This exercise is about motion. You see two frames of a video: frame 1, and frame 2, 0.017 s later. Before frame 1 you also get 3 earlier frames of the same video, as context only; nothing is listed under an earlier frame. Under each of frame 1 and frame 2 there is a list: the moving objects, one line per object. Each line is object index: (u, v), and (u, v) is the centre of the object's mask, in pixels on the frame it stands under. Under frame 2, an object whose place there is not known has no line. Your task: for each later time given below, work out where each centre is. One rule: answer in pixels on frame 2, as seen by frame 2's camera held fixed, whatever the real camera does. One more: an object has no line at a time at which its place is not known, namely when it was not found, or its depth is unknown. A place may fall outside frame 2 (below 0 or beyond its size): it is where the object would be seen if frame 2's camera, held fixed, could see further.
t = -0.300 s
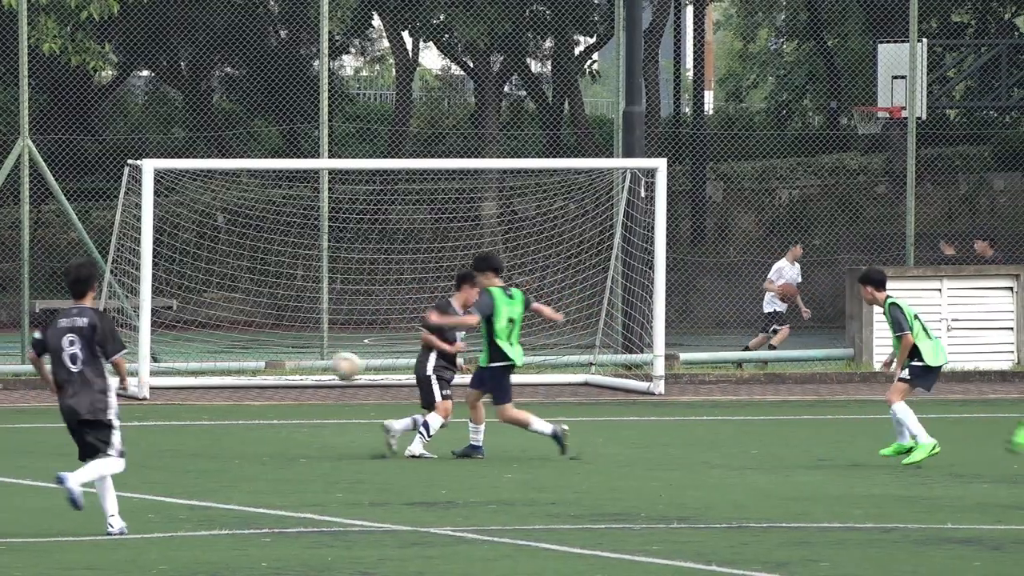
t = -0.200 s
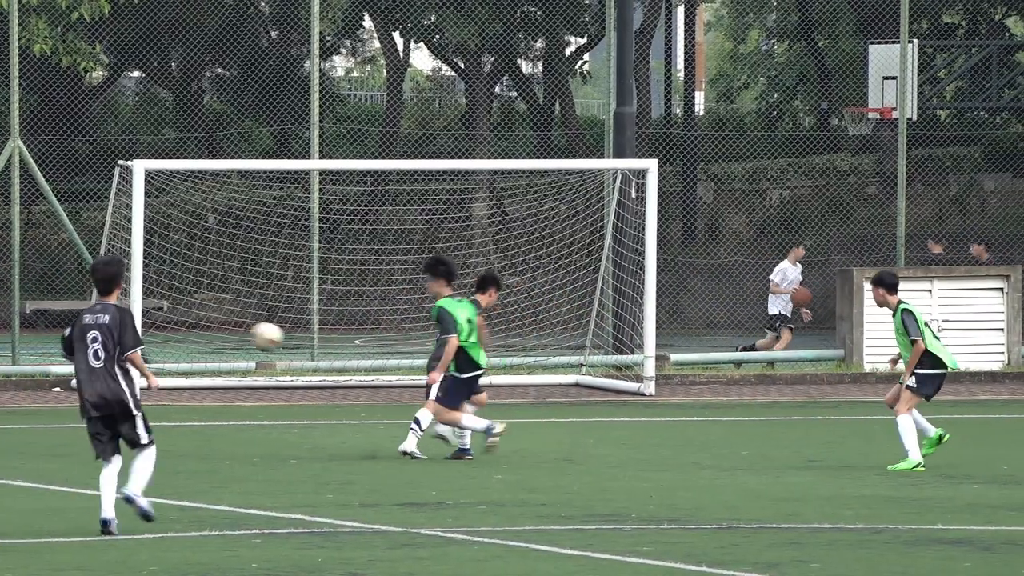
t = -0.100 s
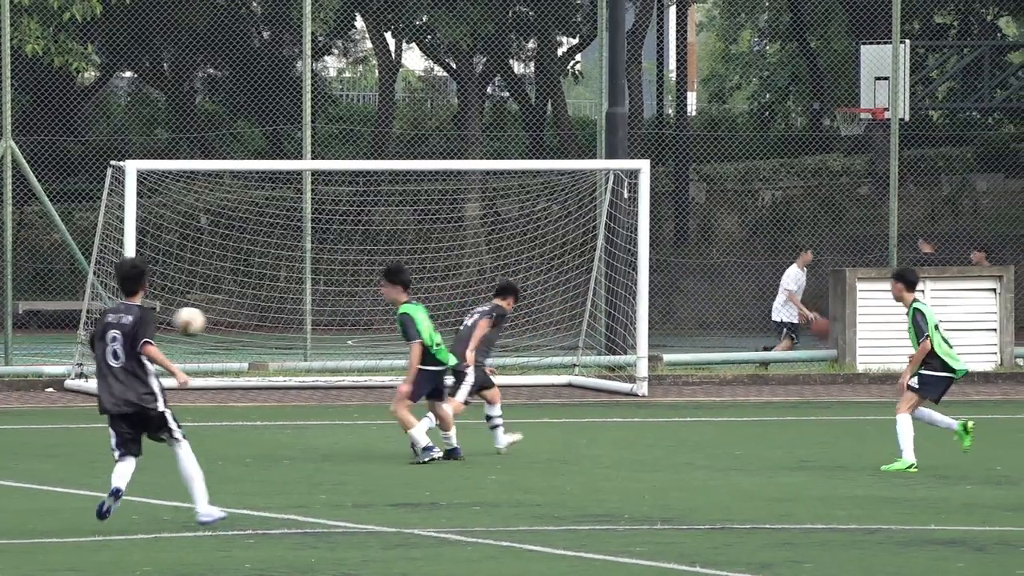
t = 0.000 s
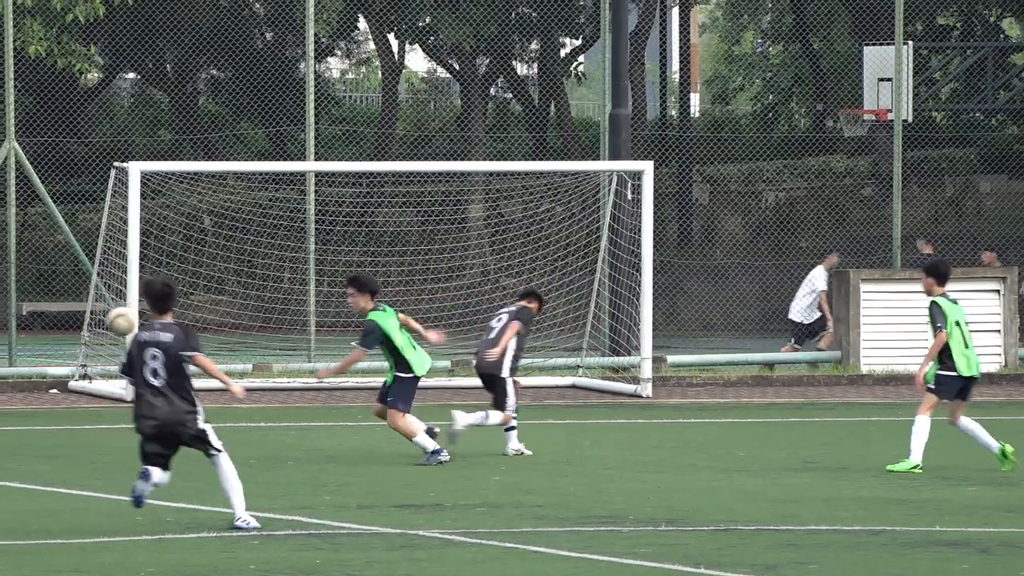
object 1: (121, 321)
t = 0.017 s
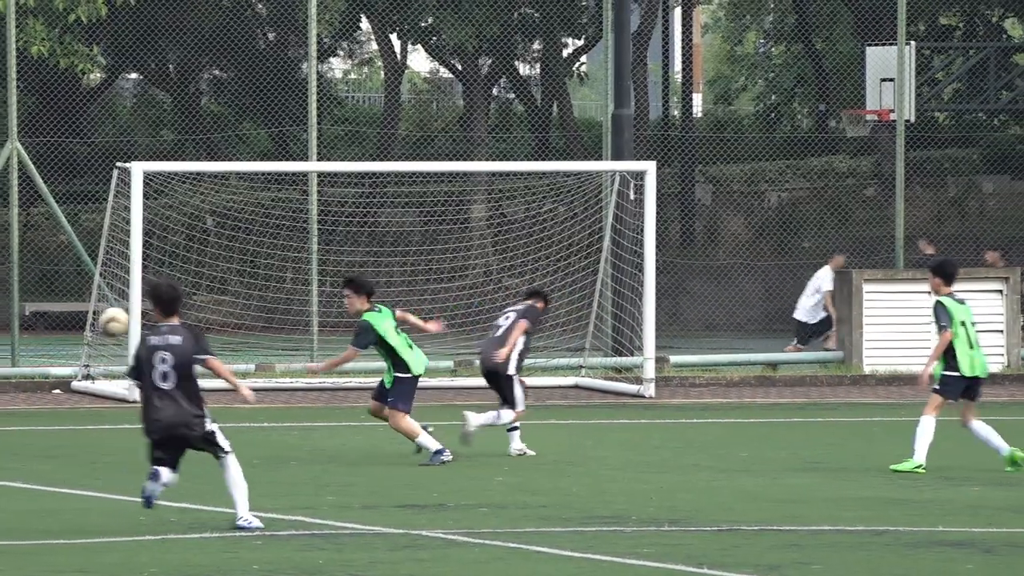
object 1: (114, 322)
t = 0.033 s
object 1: (101, 323)
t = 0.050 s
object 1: (89, 325)
